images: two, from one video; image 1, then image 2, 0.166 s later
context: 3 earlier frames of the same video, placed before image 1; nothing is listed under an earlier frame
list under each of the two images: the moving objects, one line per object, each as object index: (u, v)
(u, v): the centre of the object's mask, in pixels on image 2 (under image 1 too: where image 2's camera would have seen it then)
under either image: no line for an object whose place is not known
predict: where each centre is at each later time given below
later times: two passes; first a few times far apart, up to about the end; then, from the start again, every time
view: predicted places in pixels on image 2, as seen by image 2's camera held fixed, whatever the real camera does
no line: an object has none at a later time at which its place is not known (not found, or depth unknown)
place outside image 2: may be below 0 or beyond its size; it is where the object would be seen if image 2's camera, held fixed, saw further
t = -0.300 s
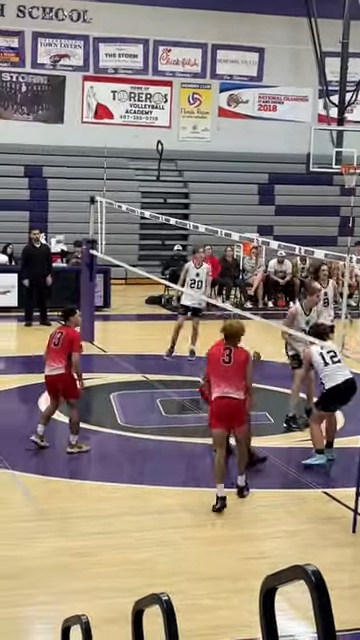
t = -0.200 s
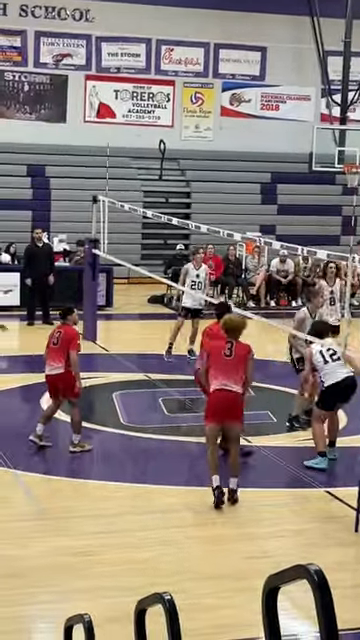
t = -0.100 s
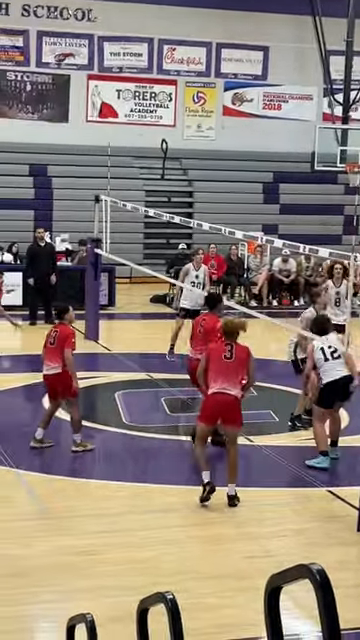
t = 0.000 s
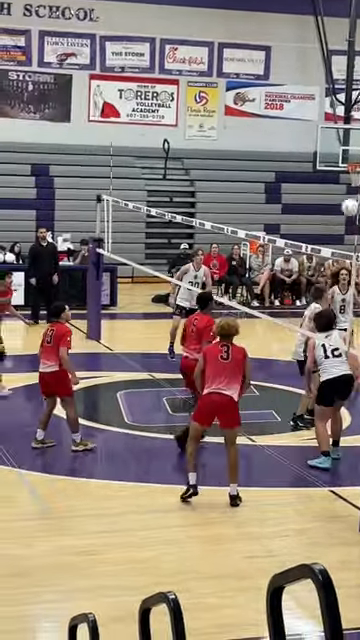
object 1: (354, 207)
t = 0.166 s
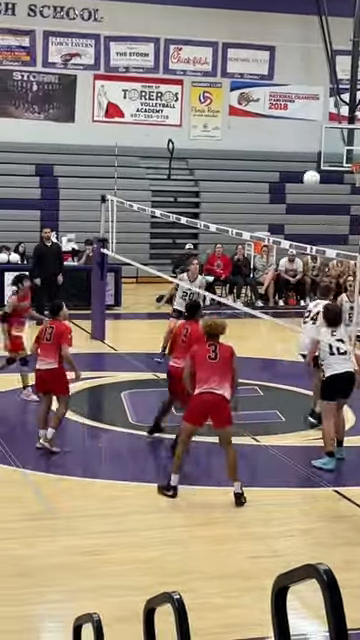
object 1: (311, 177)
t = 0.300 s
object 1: (278, 172)
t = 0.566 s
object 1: (212, 196)
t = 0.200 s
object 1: (303, 175)
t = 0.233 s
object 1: (294, 173)
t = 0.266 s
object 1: (286, 172)
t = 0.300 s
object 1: (278, 172)
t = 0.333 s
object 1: (270, 172)
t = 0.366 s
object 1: (261, 173)
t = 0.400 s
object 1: (253, 175)
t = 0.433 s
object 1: (244, 177)
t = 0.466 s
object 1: (236, 180)
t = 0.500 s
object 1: (228, 185)
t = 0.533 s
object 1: (221, 189)
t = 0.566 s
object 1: (212, 196)
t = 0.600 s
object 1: (204, 202)
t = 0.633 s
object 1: (196, 210)
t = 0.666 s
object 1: (189, 217)
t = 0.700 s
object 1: (181, 228)
